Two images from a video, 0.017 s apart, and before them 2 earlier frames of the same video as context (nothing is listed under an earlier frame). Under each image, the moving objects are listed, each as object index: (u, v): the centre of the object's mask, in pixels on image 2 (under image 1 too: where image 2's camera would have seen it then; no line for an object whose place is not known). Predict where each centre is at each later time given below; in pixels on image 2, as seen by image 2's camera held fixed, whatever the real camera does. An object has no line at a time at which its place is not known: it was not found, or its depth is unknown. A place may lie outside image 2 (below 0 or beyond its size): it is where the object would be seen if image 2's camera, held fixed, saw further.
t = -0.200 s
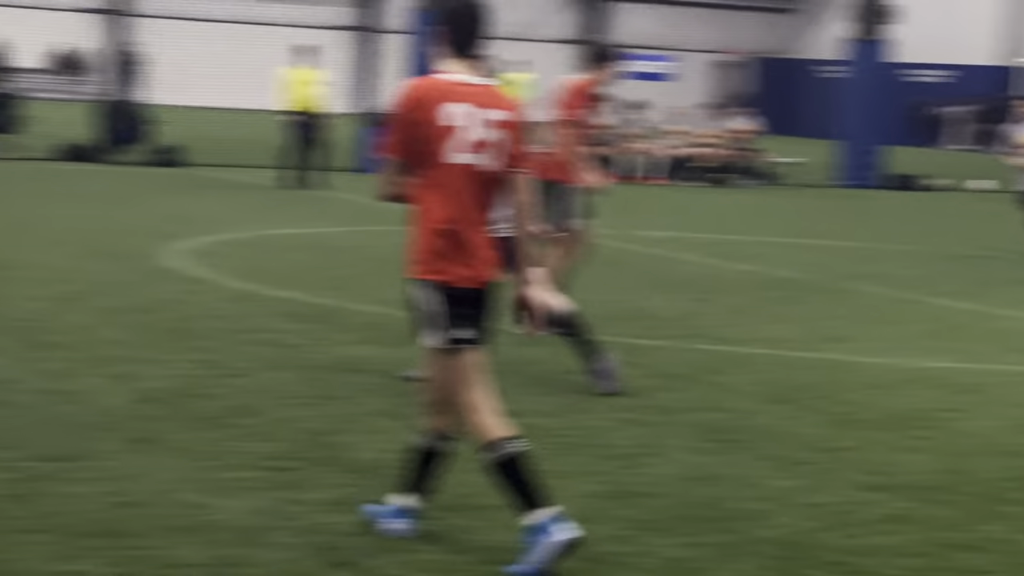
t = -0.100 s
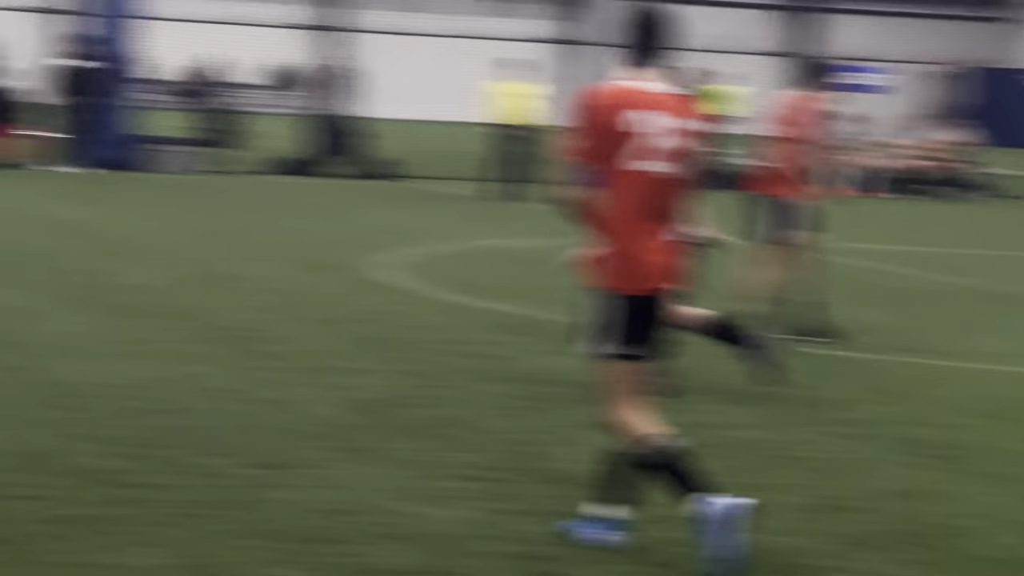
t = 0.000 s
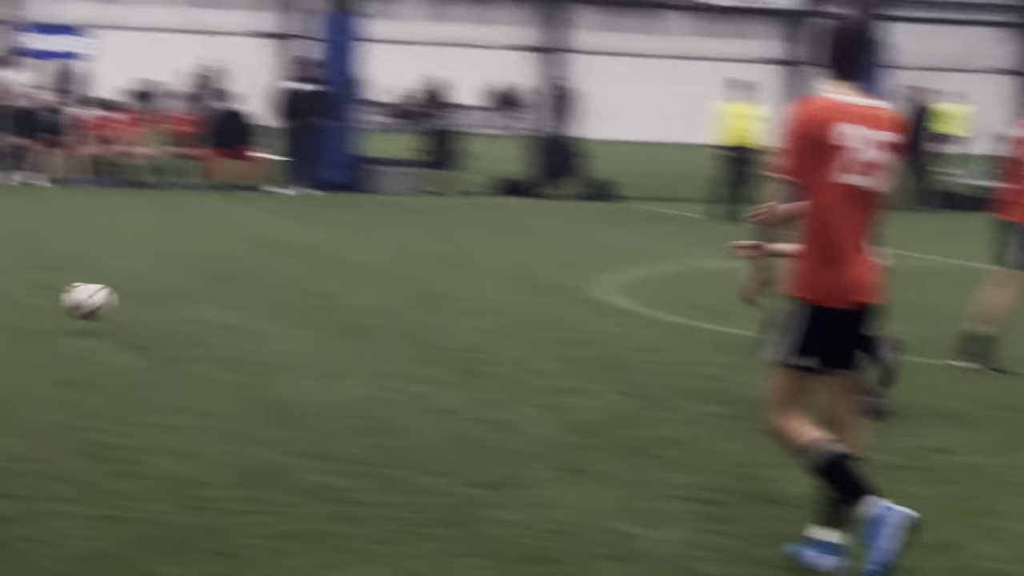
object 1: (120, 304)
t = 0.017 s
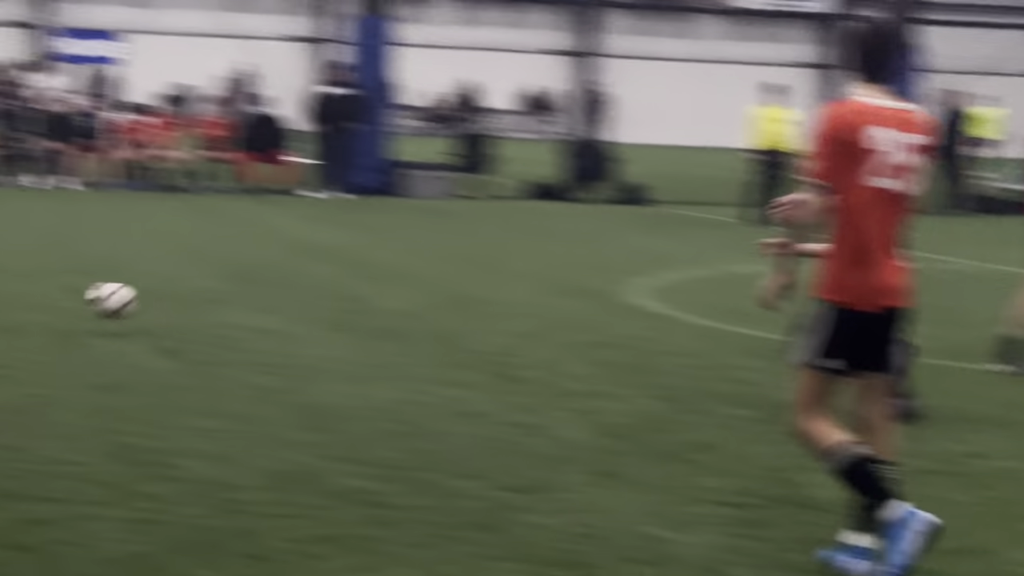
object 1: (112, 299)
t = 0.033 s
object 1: (103, 296)
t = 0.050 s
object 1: (94, 293)
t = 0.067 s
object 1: (85, 291)
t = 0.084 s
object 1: (76, 289)
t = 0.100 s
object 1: (67, 288)
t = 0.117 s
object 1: (59, 288)
